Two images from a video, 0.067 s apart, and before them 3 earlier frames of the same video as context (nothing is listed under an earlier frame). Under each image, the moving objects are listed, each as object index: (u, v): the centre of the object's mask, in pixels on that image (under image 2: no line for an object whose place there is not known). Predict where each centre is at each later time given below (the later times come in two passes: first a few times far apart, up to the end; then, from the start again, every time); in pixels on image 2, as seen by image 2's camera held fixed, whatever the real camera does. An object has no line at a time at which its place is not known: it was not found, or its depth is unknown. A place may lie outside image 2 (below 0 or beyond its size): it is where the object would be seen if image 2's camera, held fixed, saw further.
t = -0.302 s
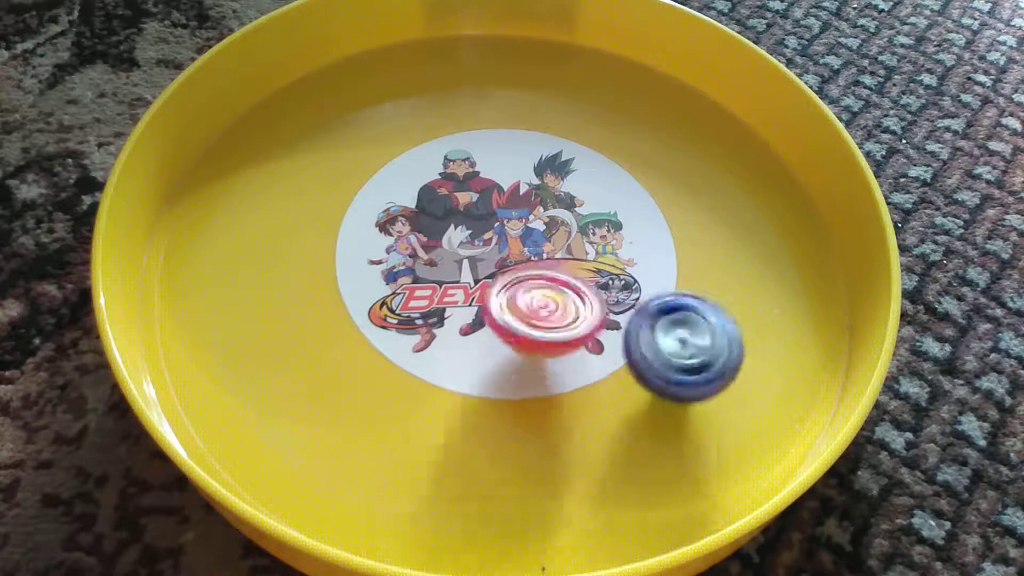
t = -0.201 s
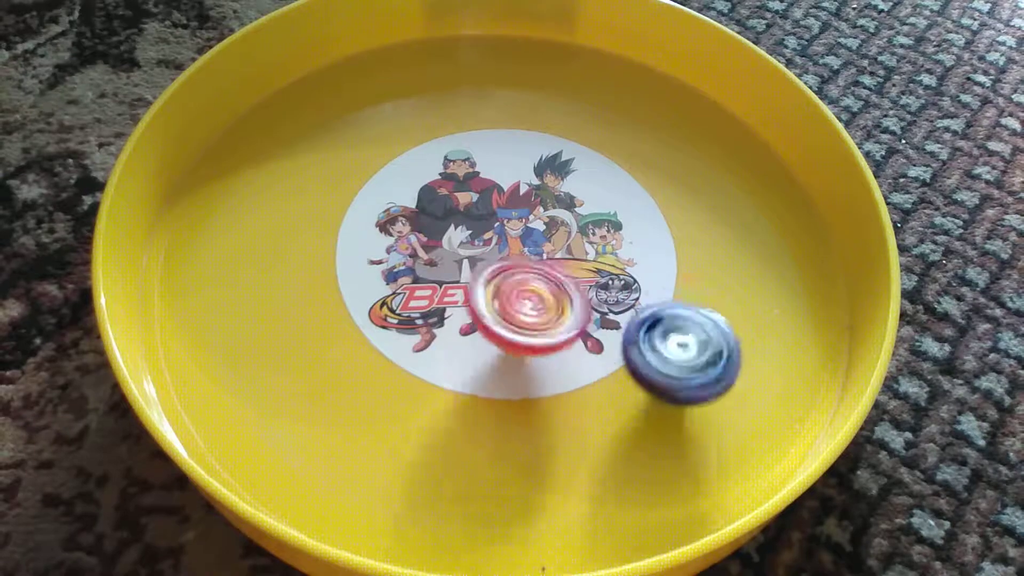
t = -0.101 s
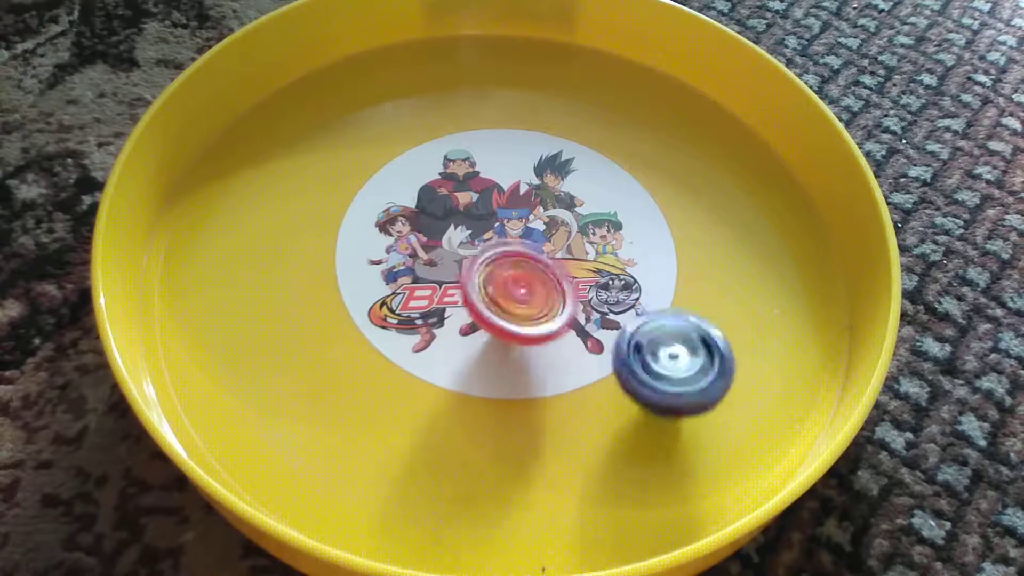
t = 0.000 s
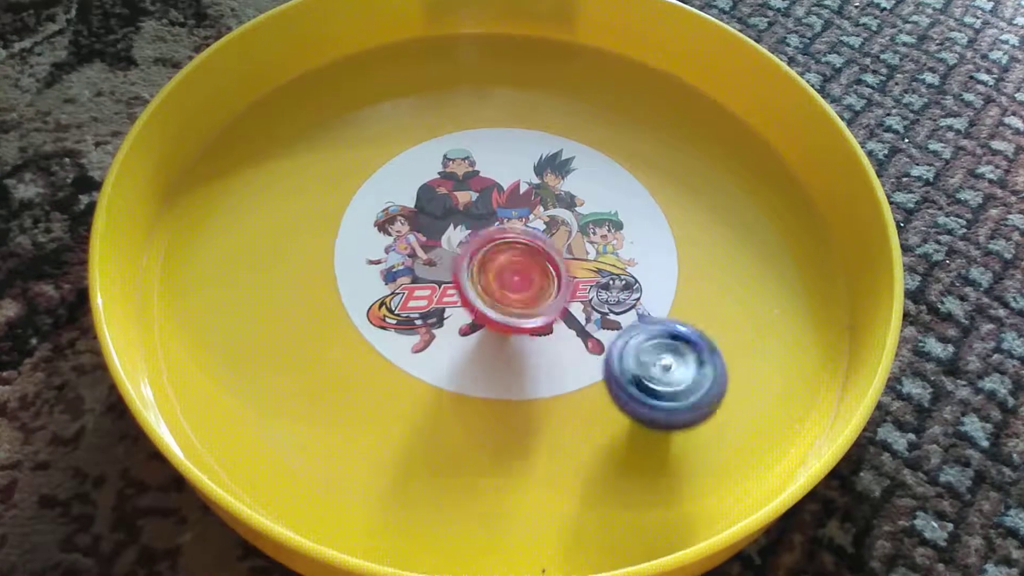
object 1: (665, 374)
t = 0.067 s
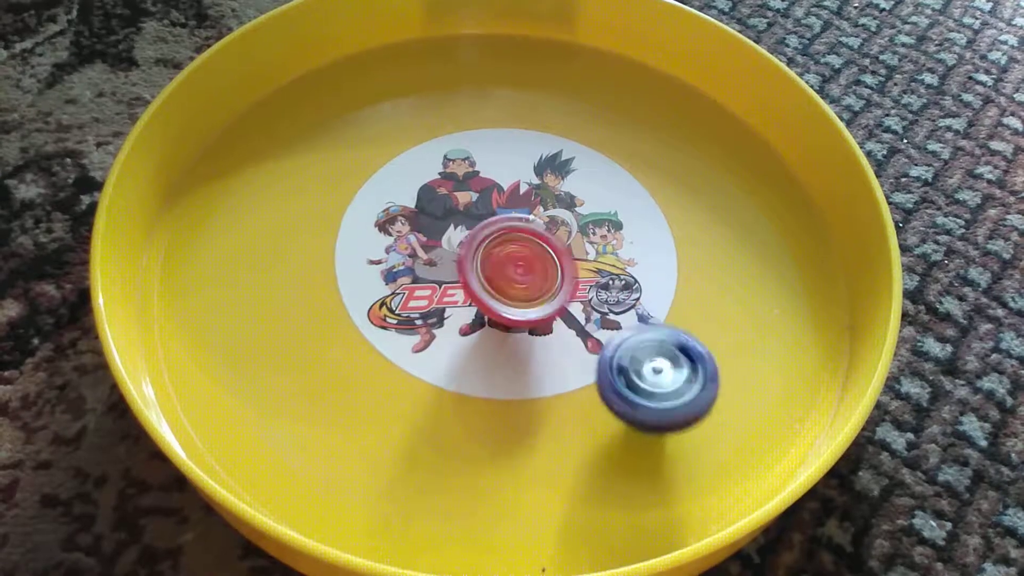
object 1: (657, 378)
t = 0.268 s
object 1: (633, 385)
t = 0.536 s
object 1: (603, 388)
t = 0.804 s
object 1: (544, 410)
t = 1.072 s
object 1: (528, 373)
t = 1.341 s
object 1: (492, 344)
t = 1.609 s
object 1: (455, 345)
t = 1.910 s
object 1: (437, 321)
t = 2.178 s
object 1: (433, 327)
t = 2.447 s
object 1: (440, 318)
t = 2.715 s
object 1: (441, 308)
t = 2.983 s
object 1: (434, 284)
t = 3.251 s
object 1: (406, 272)
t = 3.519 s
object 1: (402, 271)
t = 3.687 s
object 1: (400, 271)
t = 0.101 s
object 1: (655, 380)
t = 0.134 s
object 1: (652, 383)
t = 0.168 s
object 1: (645, 385)
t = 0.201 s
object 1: (640, 385)
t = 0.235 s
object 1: (637, 385)
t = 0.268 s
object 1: (633, 385)
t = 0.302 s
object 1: (628, 385)
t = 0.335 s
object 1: (623, 385)
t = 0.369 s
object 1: (616, 383)
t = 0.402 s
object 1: (611, 380)
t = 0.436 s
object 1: (608, 377)
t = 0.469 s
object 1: (608, 375)
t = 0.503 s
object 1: (606, 380)
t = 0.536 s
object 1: (603, 388)
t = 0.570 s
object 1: (596, 395)
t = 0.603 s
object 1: (585, 399)
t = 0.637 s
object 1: (572, 399)
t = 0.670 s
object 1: (566, 402)
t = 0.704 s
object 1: (561, 404)
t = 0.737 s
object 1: (558, 404)
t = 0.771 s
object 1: (552, 408)
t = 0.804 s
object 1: (544, 410)
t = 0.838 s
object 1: (537, 408)
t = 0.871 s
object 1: (532, 403)
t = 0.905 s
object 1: (529, 397)
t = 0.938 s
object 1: (527, 392)
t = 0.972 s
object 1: (531, 387)
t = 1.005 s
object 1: (532, 382)
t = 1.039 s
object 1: (533, 378)
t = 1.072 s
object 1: (528, 373)
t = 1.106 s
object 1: (524, 363)
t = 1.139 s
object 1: (518, 356)
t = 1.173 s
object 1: (513, 352)
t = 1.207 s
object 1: (507, 349)
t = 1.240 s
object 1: (502, 348)
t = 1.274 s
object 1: (500, 347)
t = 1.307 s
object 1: (498, 345)
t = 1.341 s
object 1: (492, 344)
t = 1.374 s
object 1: (482, 344)
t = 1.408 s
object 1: (472, 344)
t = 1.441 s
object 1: (461, 346)
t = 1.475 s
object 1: (458, 346)
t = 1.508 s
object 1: (457, 349)
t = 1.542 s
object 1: (454, 350)
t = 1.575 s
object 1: (455, 347)
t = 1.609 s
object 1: (455, 345)
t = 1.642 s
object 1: (451, 345)
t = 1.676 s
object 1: (442, 341)
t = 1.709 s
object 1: (434, 334)
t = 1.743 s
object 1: (431, 330)
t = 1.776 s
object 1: (430, 330)
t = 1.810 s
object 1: (432, 326)
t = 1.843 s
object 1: (437, 322)
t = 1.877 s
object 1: (439, 322)
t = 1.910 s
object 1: (437, 321)
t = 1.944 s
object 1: (435, 322)
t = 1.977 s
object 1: (433, 323)
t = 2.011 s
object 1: (431, 323)
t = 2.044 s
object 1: (430, 323)
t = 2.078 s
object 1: (433, 324)
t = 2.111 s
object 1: (435, 326)
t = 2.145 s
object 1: (434, 329)
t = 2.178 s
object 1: (433, 327)
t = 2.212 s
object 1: (435, 325)
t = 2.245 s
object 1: (438, 322)
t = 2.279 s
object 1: (438, 323)
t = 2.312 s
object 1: (438, 321)
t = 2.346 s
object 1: (438, 320)
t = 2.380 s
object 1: (437, 320)
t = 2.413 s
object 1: (438, 319)
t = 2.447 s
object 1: (440, 318)
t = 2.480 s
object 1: (442, 314)
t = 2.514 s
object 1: (443, 312)
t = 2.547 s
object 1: (444, 311)
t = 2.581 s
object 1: (445, 311)
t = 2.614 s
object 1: (445, 310)
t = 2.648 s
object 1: (444, 310)
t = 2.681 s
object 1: (444, 311)
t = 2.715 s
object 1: (441, 308)
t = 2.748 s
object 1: (442, 306)
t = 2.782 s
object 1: (442, 304)
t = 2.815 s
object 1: (443, 303)
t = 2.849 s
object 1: (442, 301)
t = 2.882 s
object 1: (440, 297)
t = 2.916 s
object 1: (439, 290)
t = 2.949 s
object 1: (436, 287)
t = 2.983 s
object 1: (434, 284)
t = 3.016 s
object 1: (428, 280)
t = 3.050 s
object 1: (423, 277)
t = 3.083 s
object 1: (420, 275)
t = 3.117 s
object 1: (418, 274)
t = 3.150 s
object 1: (415, 273)
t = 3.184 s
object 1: (412, 273)
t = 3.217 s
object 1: (408, 272)
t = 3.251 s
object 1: (406, 272)
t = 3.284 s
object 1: (403, 271)
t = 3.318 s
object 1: (399, 271)
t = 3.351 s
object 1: (397, 272)
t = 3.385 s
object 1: (397, 272)
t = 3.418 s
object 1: (397, 272)
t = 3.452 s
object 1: (399, 271)
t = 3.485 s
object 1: (401, 271)
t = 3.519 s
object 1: (402, 271)
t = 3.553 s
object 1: (402, 272)
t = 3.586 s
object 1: (401, 272)
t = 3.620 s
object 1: (400, 271)
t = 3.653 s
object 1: (399, 272)
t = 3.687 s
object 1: (400, 271)
